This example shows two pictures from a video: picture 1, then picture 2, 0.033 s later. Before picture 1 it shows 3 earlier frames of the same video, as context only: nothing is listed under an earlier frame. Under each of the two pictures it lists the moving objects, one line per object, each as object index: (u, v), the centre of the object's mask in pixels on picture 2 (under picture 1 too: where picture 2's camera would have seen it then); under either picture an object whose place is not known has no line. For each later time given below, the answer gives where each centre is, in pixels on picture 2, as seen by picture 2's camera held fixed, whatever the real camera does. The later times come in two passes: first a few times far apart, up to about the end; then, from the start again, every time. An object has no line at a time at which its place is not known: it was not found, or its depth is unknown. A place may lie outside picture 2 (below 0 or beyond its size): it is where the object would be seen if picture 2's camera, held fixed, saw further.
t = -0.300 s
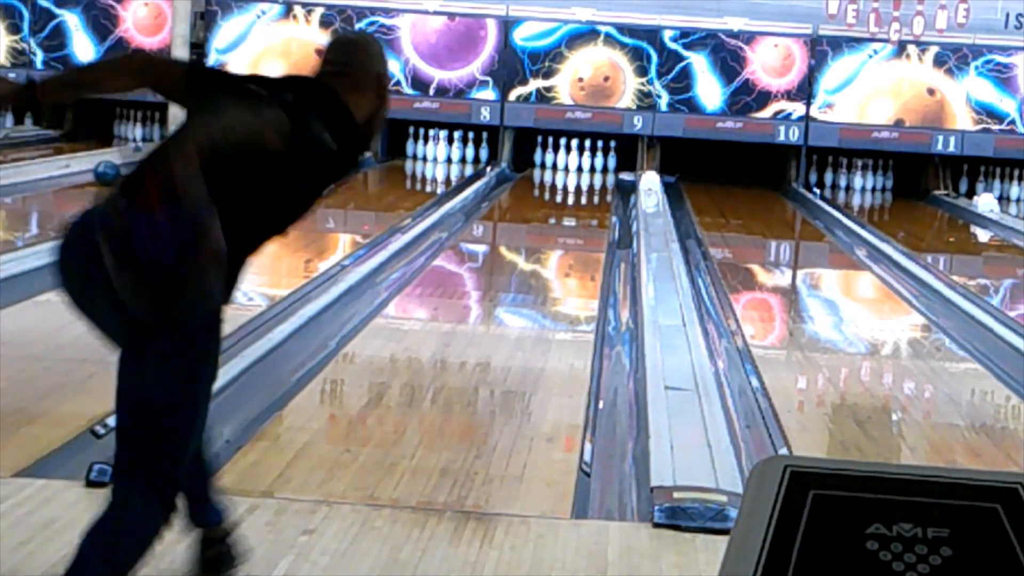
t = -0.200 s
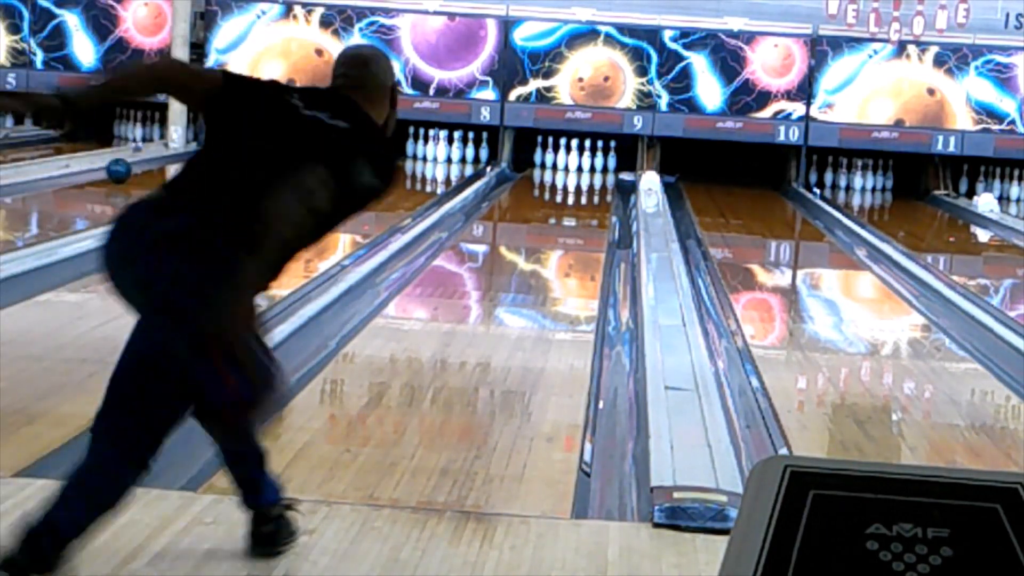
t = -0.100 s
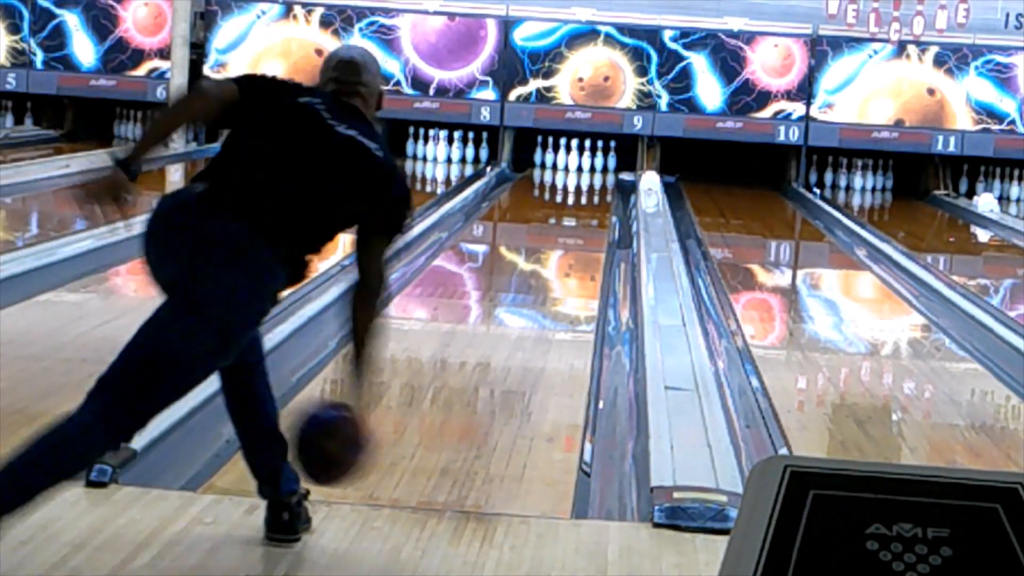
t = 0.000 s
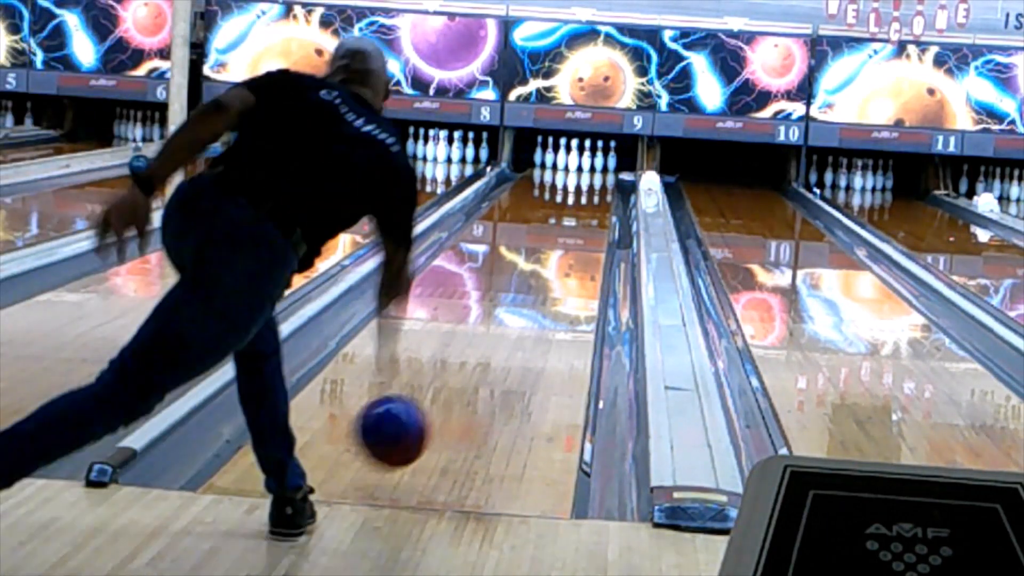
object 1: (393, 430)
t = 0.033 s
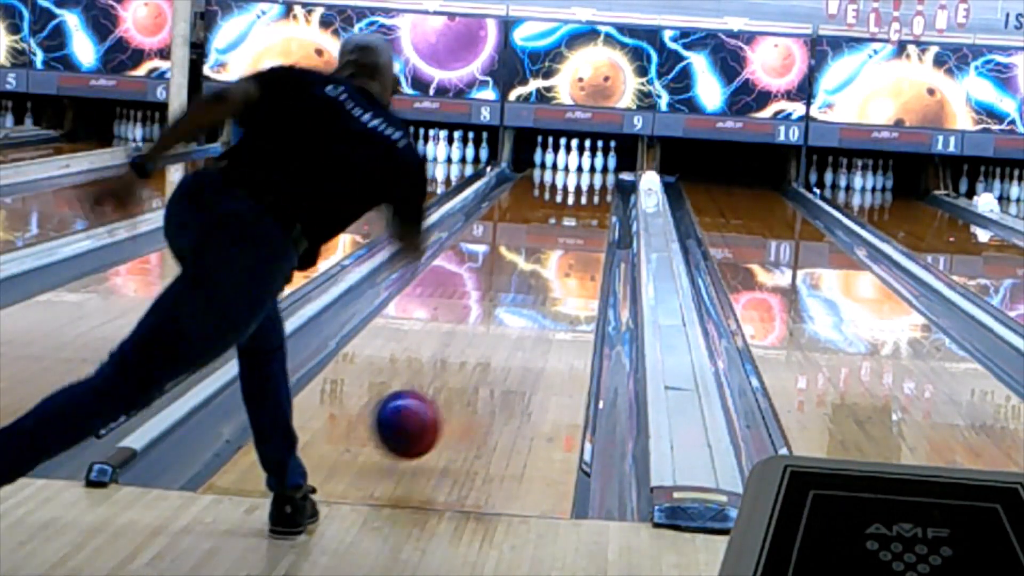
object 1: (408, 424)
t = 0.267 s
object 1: (478, 351)
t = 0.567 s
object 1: (529, 285)
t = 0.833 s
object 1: (556, 248)
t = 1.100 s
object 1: (573, 222)
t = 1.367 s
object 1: (585, 203)
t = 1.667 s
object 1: (589, 187)
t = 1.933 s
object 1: (588, 176)
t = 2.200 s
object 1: (581, 165)
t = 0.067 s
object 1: (419, 421)
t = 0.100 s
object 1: (432, 406)
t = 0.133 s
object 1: (442, 394)
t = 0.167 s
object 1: (453, 384)
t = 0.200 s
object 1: (462, 372)
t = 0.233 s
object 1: (470, 361)
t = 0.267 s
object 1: (478, 351)
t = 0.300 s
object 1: (485, 341)
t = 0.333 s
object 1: (492, 333)
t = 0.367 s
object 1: (498, 324)
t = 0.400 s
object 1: (505, 316)
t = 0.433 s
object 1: (510, 309)
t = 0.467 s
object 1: (516, 301)
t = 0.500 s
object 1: (520, 296)
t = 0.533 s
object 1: (525, 290)
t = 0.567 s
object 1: (529, 285)
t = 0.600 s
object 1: (533, 280)
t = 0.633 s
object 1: (537, 275)
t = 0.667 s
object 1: (540, 270)
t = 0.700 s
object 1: (544, 265)
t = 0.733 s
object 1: (547, 261)
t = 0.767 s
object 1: (551, 256)
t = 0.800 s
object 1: (553, 252)
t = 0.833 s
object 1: (556, 248)
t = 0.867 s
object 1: (558, 245)
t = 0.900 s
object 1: (561, 241)
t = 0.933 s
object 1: (563, 238)
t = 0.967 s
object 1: (566, 234)
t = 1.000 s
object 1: (567, 231)
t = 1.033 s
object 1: (569, 228)
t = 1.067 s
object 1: (572, 225)
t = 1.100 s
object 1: (573, 222)
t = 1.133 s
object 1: (575, 220)
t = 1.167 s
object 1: (576, 218)
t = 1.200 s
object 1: (578, 215)
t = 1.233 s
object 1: (580, 212)
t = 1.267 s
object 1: (580, 210)
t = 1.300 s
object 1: (582, 208)
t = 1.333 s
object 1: (583, 206)
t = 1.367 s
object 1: (585, 203)
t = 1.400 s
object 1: (585, 201)
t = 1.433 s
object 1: (586, 199)
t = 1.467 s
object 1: (587, 198)
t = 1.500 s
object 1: (588, 196)
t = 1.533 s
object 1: (589, 194)
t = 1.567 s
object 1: (589, 193)
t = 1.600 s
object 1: (589, 191)
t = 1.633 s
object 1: (590, 189)
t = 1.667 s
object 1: (589, 187)
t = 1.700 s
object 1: (590, 186)
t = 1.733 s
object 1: (590, 185)
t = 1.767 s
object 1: (590, 183)
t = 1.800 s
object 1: (590, 182)
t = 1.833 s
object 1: (590, 180)
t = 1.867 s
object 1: (589, 179)
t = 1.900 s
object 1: (589, 177)
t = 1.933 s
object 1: (588, 176)
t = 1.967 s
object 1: (588, 174)
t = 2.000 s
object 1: (587, 174)
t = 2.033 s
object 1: (586, 172)
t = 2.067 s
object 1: (585, 170)
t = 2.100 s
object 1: (585, 169)
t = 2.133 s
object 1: (584, 168)
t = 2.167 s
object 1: (582, 167)
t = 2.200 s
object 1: (581, 165)
